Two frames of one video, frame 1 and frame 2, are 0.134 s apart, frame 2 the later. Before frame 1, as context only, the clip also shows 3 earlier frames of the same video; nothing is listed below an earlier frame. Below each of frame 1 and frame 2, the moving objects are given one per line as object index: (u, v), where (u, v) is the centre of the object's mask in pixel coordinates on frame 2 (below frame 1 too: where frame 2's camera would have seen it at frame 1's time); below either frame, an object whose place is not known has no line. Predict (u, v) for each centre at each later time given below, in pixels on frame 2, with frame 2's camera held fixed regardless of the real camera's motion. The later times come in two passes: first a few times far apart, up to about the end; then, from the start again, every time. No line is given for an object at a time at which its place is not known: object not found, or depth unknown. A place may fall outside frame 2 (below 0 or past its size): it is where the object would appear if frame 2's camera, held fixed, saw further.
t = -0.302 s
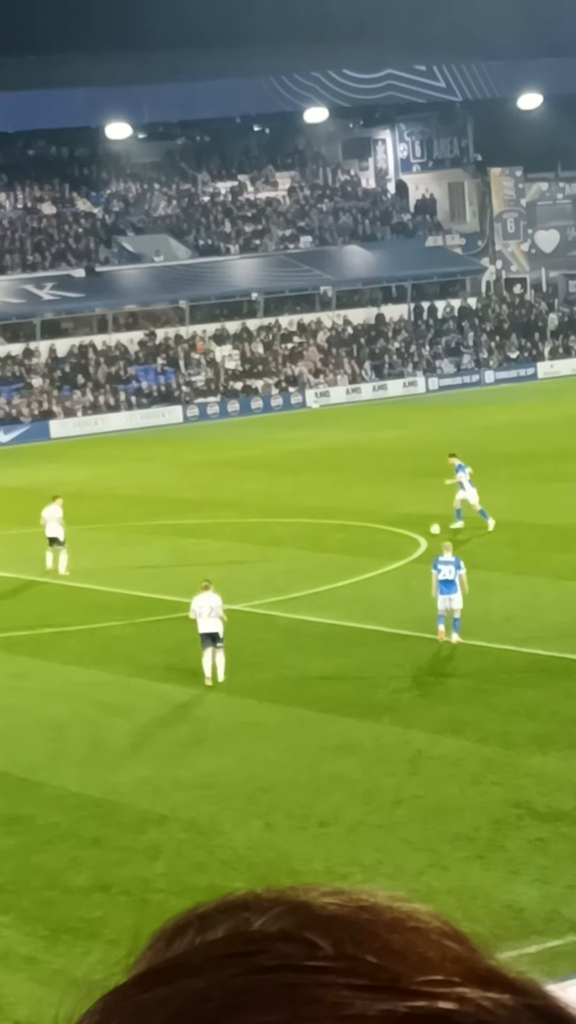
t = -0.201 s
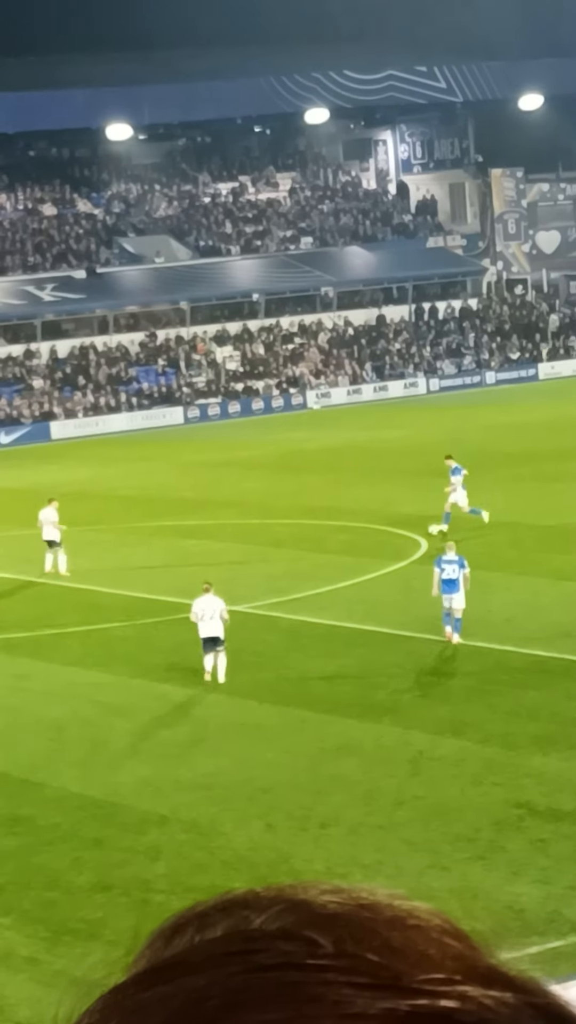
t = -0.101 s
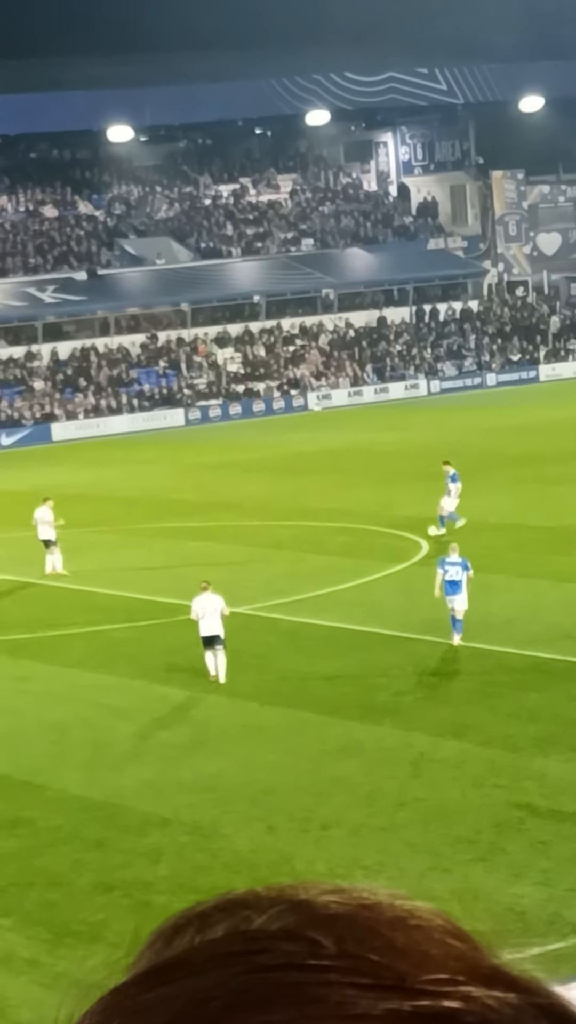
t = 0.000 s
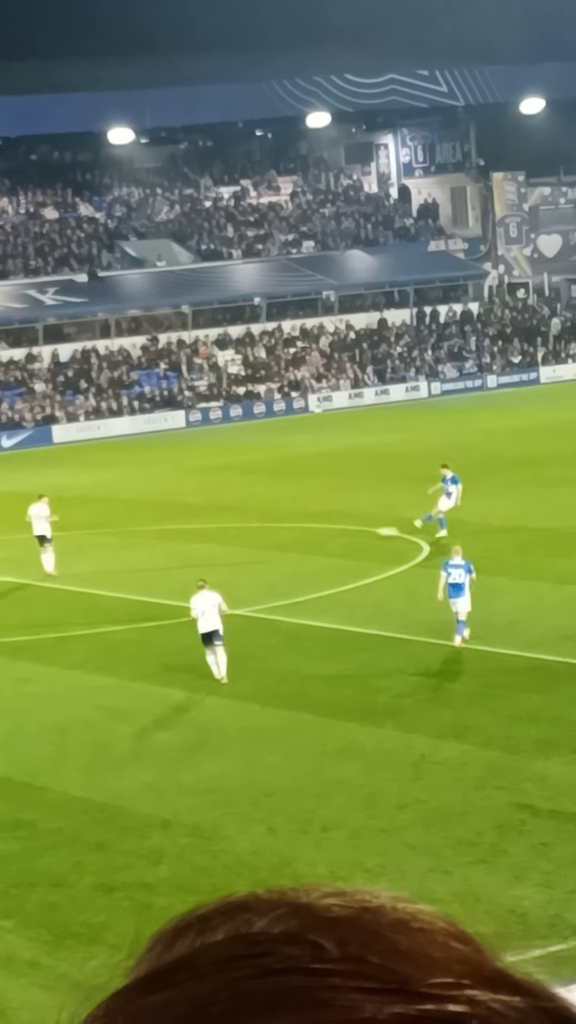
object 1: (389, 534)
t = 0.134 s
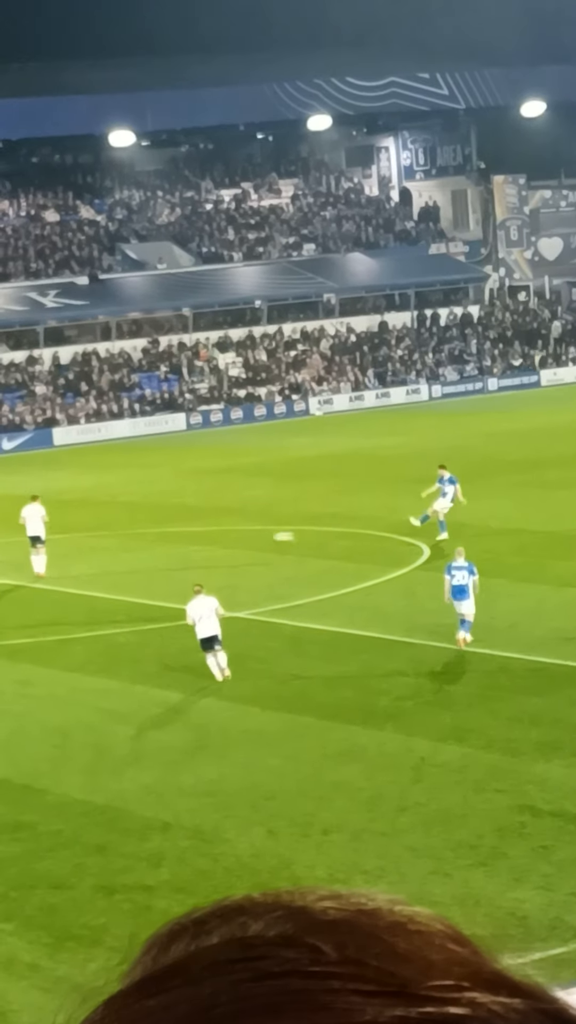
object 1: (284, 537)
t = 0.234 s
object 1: (215, 535)
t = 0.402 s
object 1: (114, 539)
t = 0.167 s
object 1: (260, 536)
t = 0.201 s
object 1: (237, 535)
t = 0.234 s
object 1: (215, 535)
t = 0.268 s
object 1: (193, 536)
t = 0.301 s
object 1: (172, 537)
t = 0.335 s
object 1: (151, 539)
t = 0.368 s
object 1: (132, 540)
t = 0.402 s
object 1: (114, 539)
